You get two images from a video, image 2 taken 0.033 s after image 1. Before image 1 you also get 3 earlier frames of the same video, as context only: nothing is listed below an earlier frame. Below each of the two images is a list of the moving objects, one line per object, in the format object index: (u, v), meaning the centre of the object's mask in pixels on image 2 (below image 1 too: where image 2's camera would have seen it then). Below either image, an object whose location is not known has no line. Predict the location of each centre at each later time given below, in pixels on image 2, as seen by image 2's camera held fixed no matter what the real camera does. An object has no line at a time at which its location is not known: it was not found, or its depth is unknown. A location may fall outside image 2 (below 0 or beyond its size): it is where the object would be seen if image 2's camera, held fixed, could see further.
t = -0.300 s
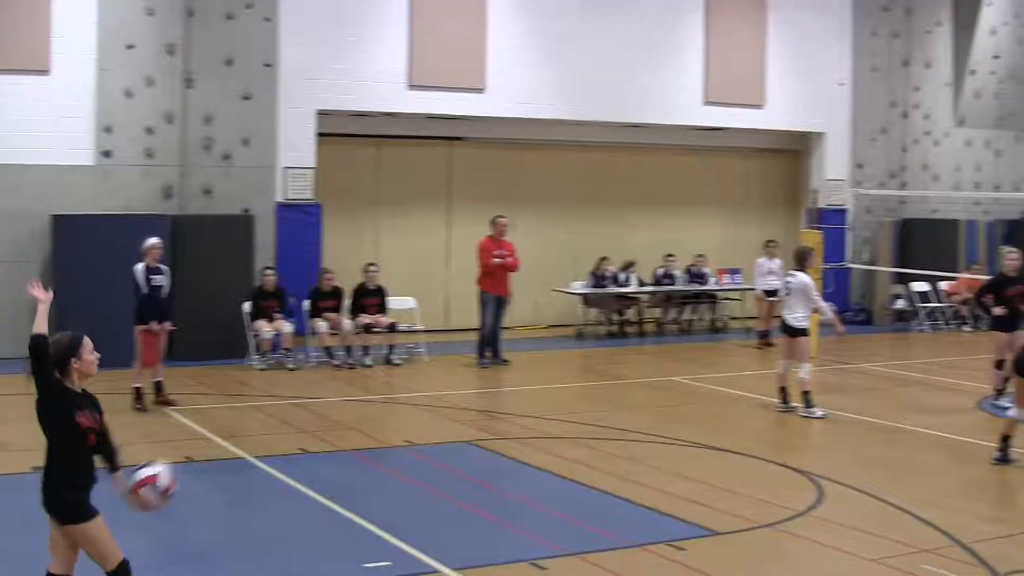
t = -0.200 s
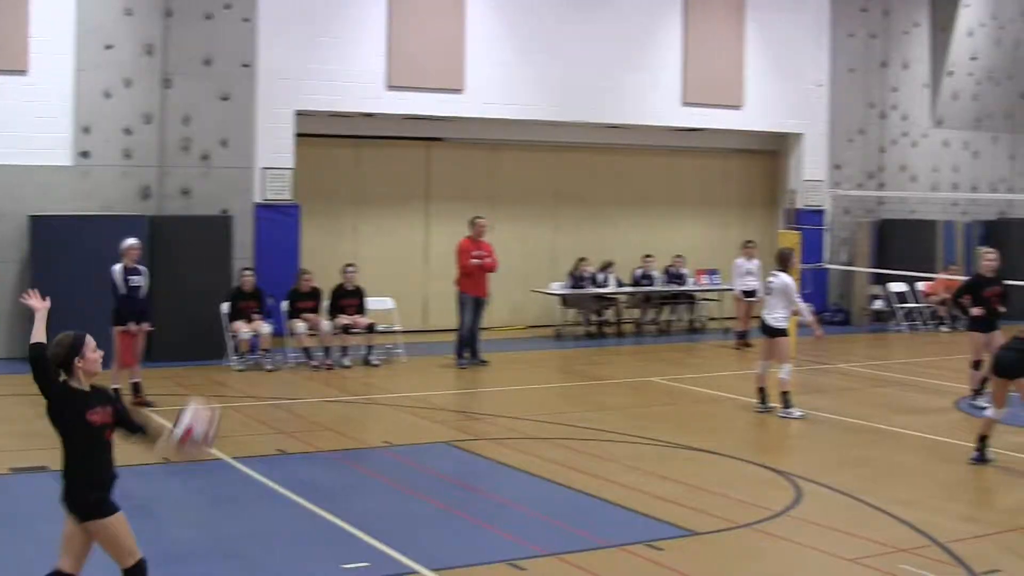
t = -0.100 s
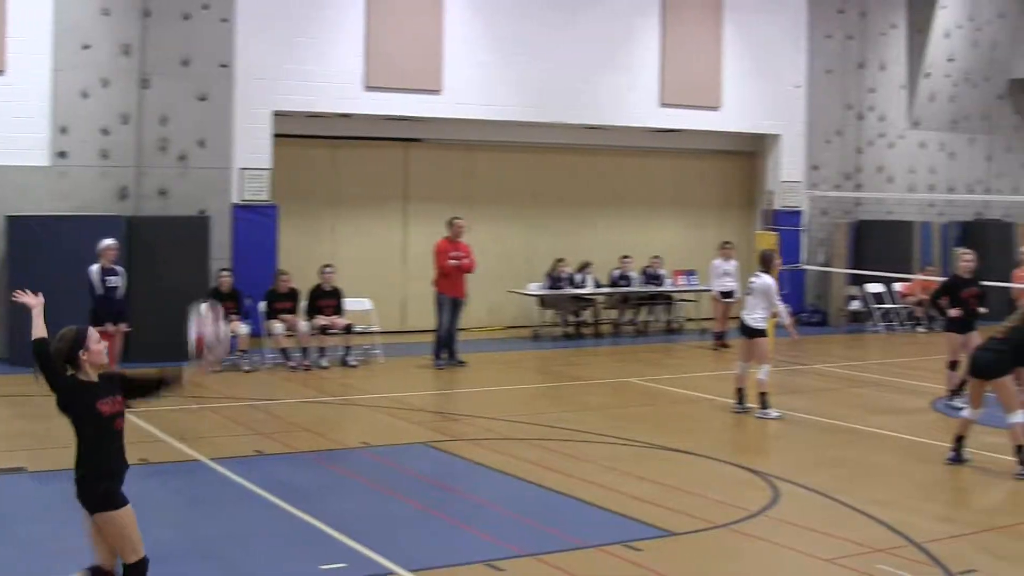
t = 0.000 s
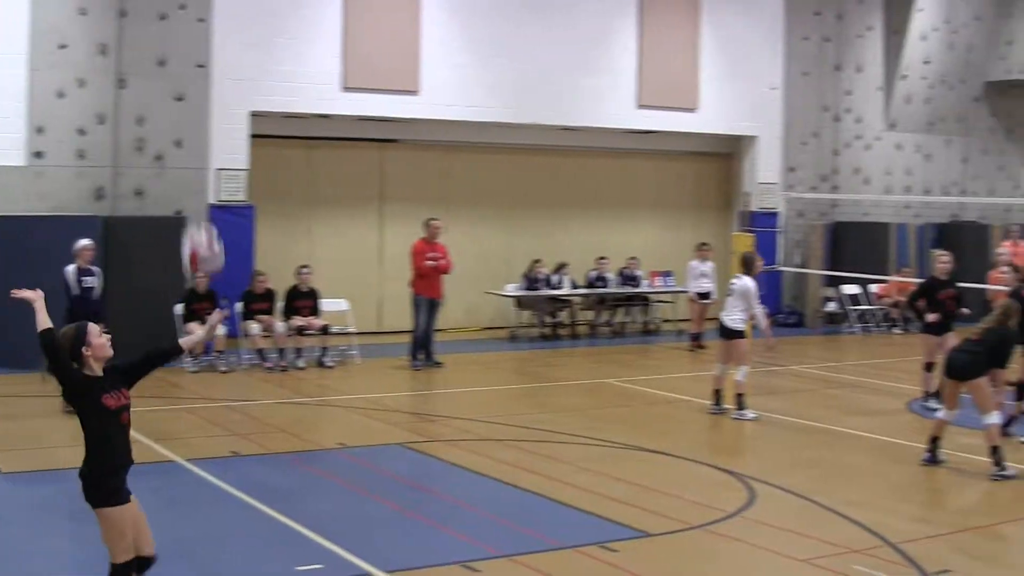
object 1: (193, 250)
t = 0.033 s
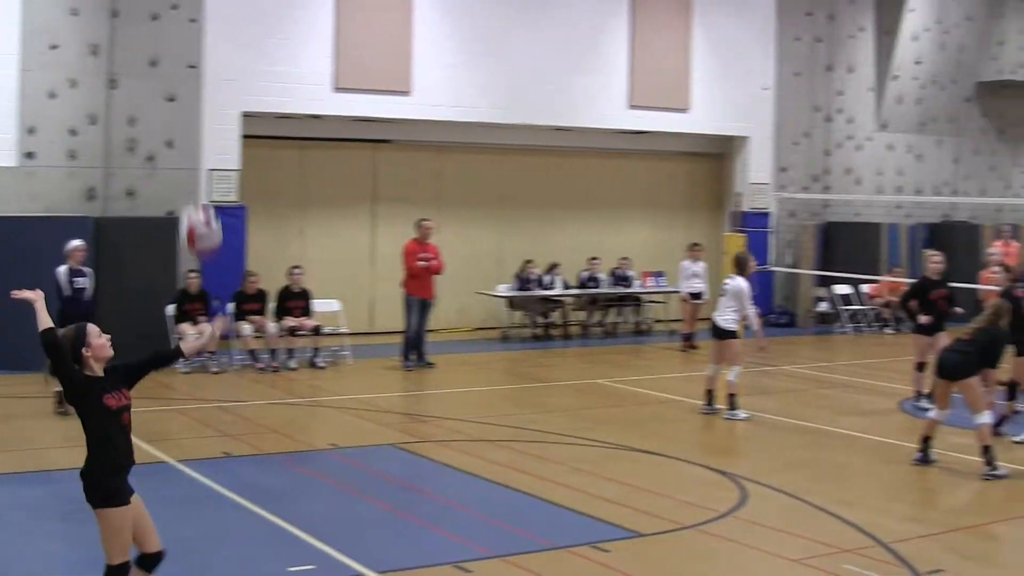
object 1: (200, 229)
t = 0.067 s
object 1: (206, 209)
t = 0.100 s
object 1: (211, 192)
